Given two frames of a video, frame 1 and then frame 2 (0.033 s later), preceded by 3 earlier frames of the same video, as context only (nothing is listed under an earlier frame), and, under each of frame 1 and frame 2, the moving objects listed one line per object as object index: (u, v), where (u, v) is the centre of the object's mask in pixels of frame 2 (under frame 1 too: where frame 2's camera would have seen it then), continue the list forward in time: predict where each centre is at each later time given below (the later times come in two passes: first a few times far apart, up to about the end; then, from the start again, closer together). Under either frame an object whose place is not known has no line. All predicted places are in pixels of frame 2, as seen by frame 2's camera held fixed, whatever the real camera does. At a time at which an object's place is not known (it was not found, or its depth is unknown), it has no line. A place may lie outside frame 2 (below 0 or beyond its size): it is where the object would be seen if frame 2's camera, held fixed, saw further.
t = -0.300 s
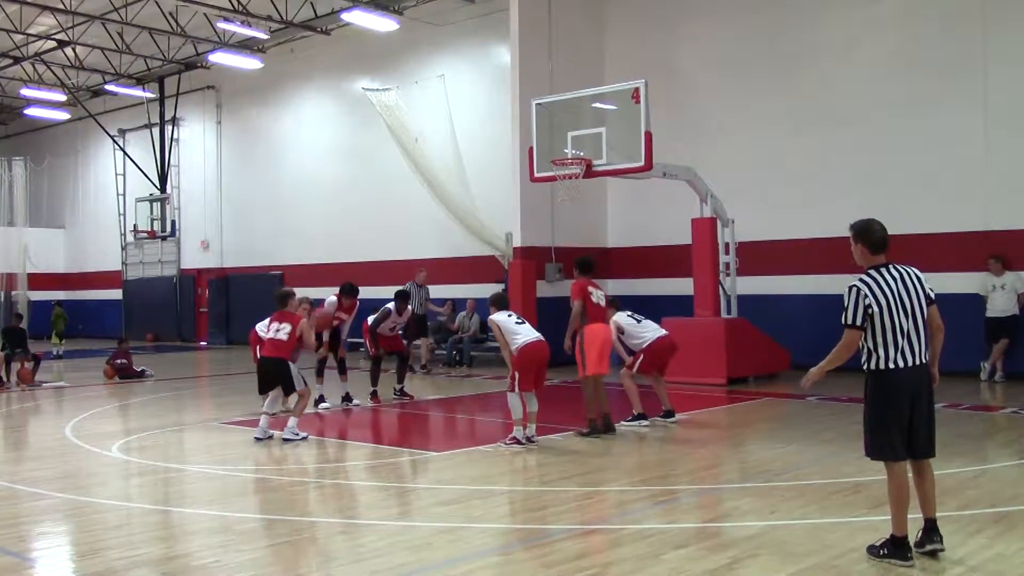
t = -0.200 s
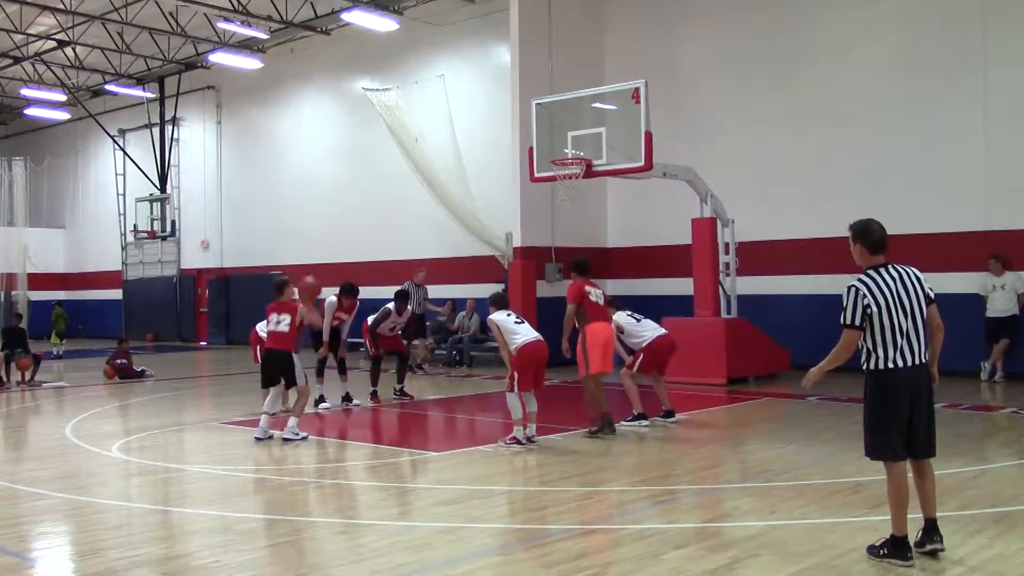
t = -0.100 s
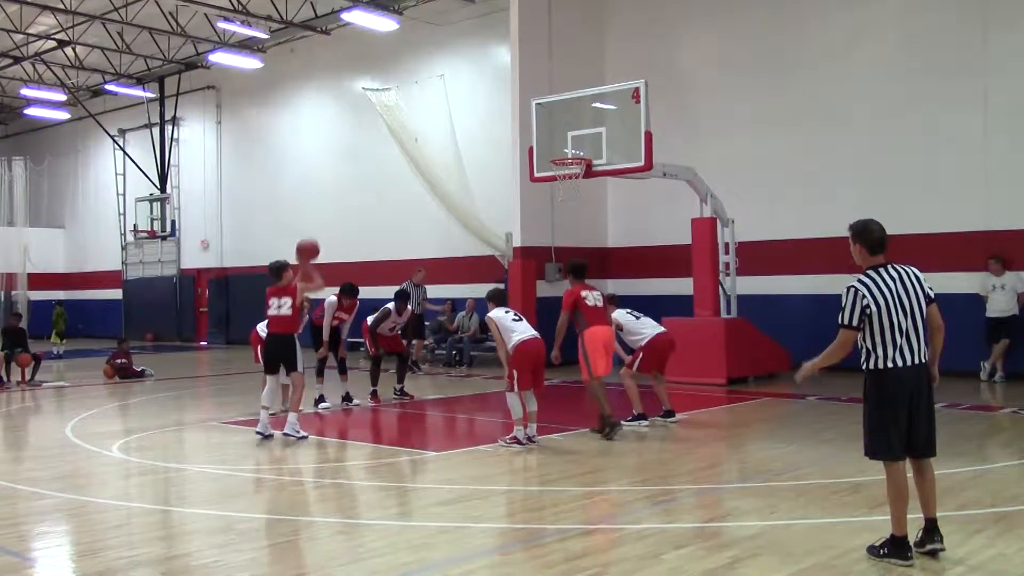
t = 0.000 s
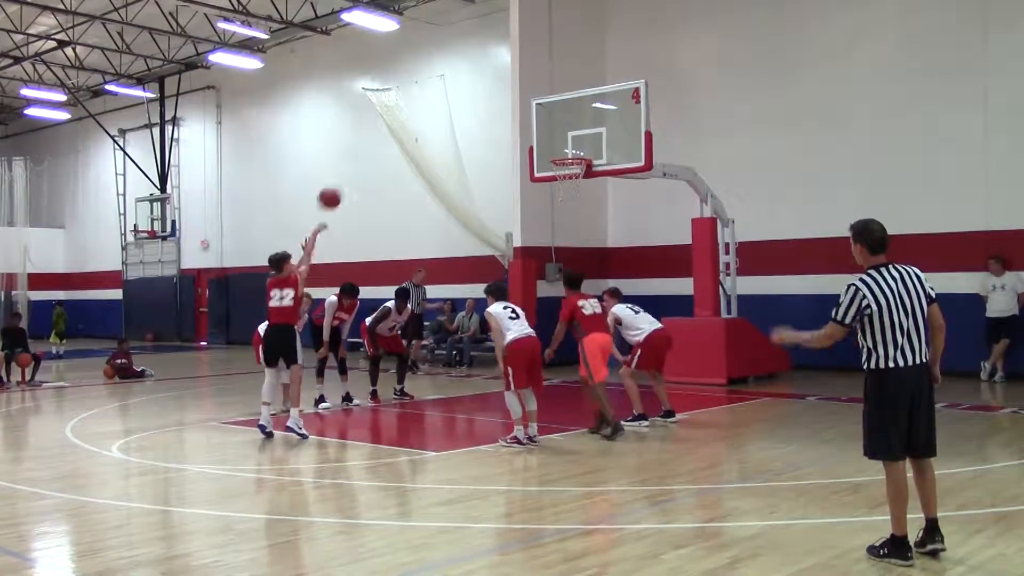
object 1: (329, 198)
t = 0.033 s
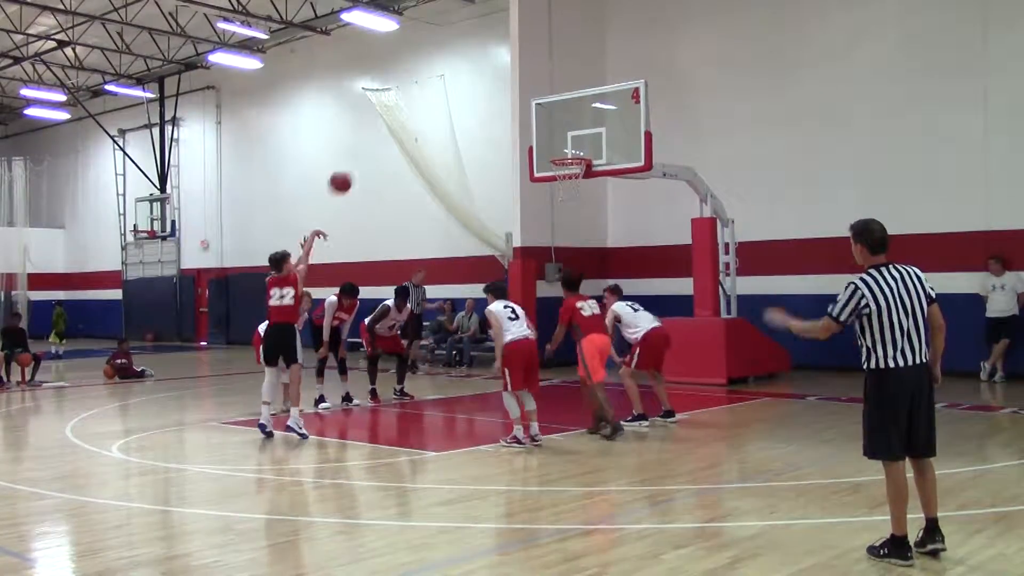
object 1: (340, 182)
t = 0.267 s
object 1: (411, 106)
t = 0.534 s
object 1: (482, 84)
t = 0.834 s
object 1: (554, 128)
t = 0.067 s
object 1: (351, 168)
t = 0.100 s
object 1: (361, 154)
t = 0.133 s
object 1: (372, 143)
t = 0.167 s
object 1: (382, 132)
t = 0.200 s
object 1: (392, 123)
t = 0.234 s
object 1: (401, 114)
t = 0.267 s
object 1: (411, 106)
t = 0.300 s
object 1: (420, 100)
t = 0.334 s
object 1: (430, 95)
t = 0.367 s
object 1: (439, 90)
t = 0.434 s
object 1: (456, 85)
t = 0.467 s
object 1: (465, 84)
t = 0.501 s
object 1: (474, 84)
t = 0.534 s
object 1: (482, 84)
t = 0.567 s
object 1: (490, 86)
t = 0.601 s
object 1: (499, 88)
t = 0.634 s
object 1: (507, 91)
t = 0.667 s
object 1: (515, 96)
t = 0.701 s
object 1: (523, 101)
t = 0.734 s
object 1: (531, 107)
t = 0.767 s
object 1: (539, 113)
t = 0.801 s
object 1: (546, 121)
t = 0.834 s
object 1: (554, 128)
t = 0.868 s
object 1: (561, 136)
